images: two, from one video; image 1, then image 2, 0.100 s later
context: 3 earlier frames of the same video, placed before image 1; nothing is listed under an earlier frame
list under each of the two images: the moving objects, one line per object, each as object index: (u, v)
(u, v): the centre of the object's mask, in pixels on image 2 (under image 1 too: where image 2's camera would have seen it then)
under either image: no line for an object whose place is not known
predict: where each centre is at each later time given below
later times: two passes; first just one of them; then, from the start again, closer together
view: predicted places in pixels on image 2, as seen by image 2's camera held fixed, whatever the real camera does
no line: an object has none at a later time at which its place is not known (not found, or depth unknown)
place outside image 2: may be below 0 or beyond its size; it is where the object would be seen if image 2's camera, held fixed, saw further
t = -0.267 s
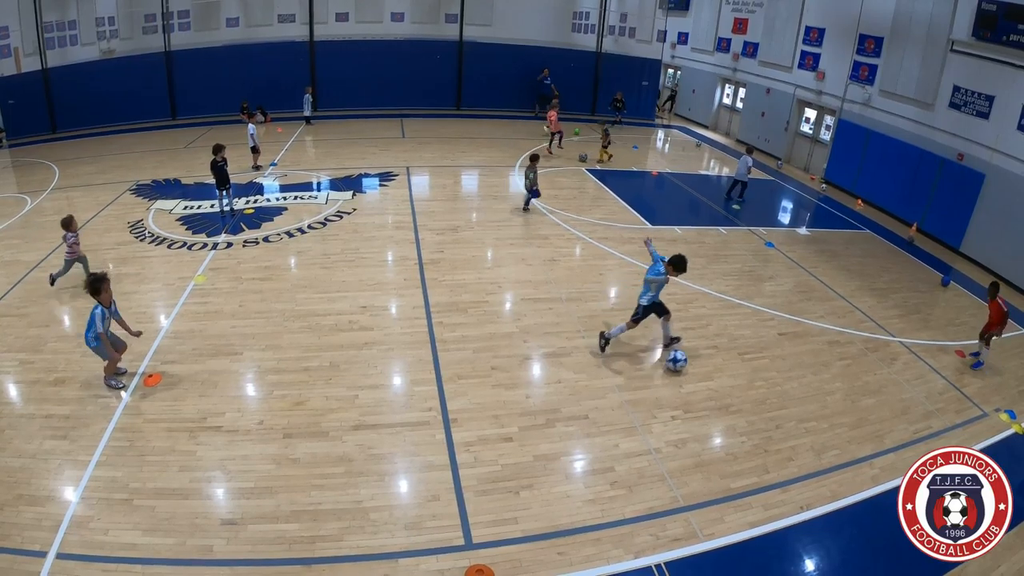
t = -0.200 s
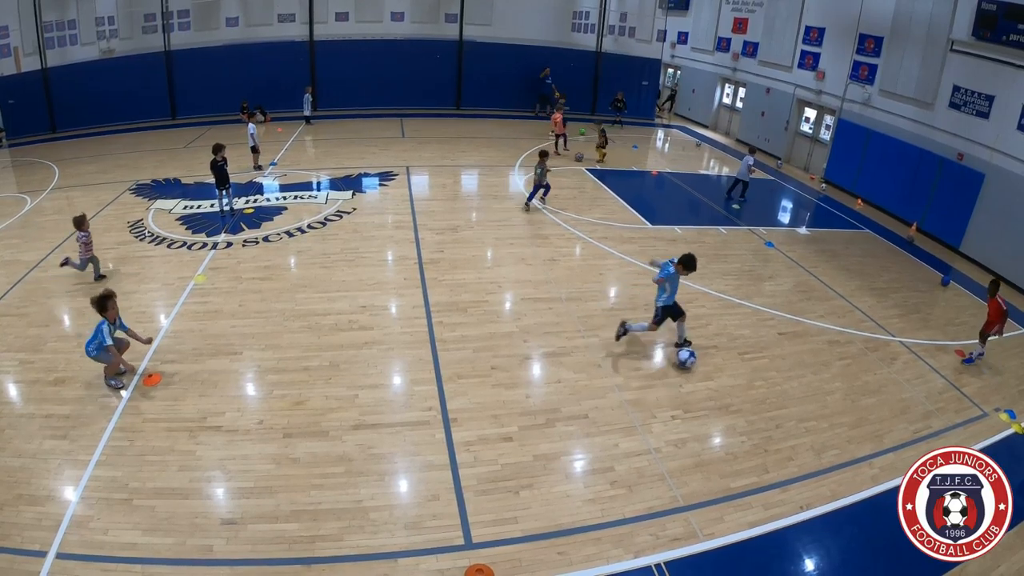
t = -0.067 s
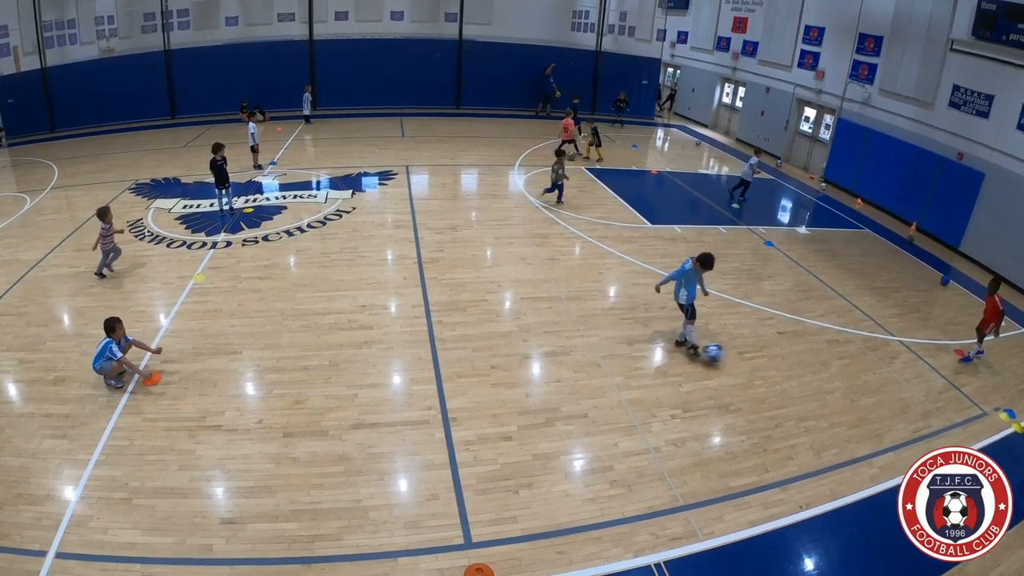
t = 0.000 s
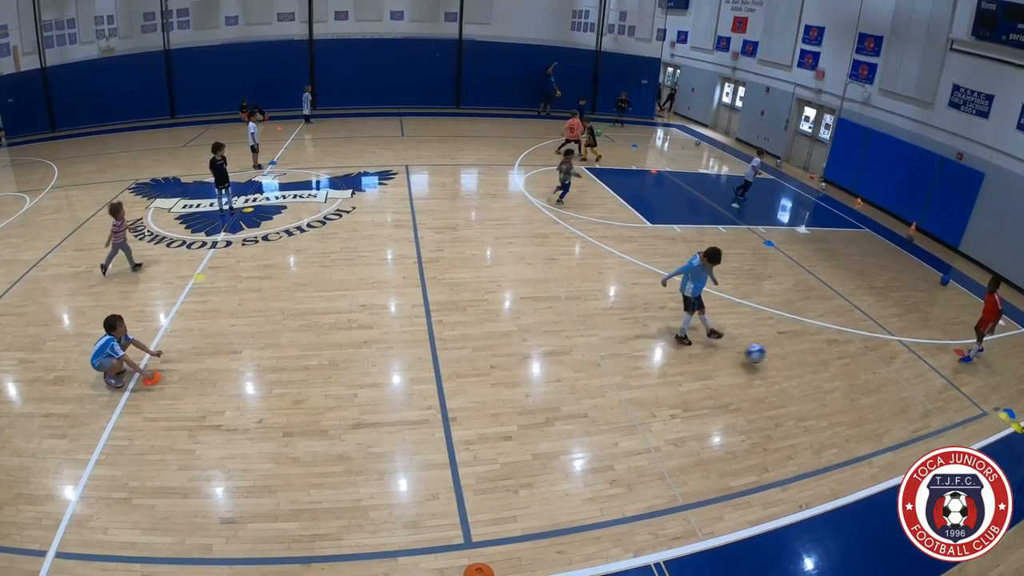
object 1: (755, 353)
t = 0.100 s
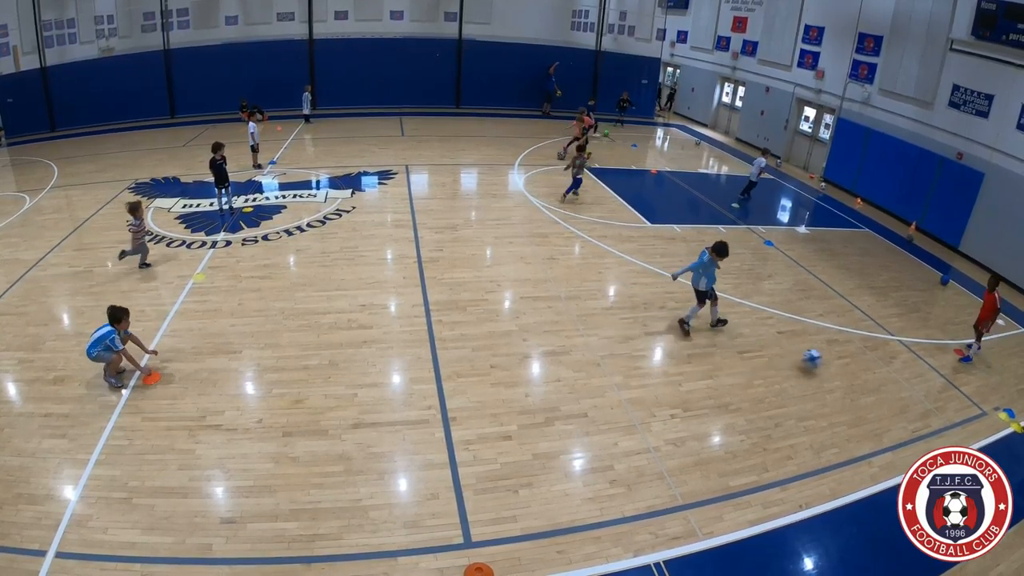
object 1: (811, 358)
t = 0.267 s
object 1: (888, 365)
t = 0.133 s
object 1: (828, 362)
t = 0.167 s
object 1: (845, 366)
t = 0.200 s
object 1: (860, 366)
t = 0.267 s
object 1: (888, 365)
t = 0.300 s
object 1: (901, 368)
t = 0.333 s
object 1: (912, 369)
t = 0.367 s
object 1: (923, 370)
